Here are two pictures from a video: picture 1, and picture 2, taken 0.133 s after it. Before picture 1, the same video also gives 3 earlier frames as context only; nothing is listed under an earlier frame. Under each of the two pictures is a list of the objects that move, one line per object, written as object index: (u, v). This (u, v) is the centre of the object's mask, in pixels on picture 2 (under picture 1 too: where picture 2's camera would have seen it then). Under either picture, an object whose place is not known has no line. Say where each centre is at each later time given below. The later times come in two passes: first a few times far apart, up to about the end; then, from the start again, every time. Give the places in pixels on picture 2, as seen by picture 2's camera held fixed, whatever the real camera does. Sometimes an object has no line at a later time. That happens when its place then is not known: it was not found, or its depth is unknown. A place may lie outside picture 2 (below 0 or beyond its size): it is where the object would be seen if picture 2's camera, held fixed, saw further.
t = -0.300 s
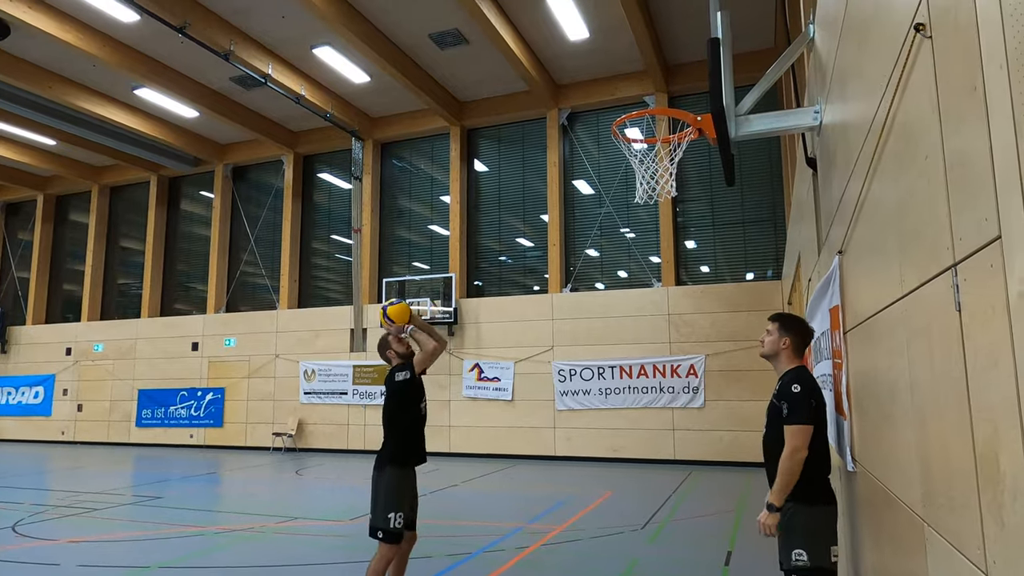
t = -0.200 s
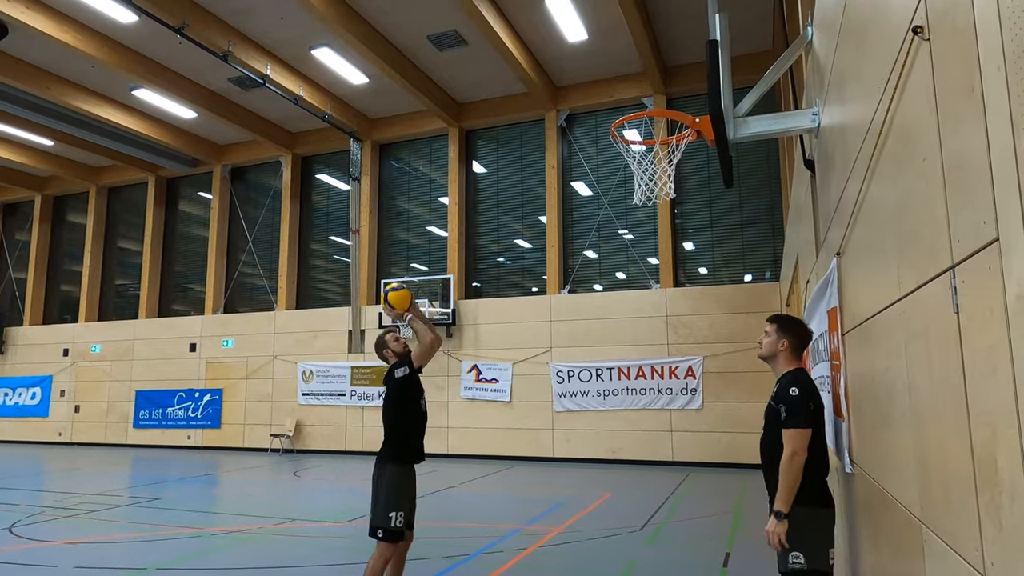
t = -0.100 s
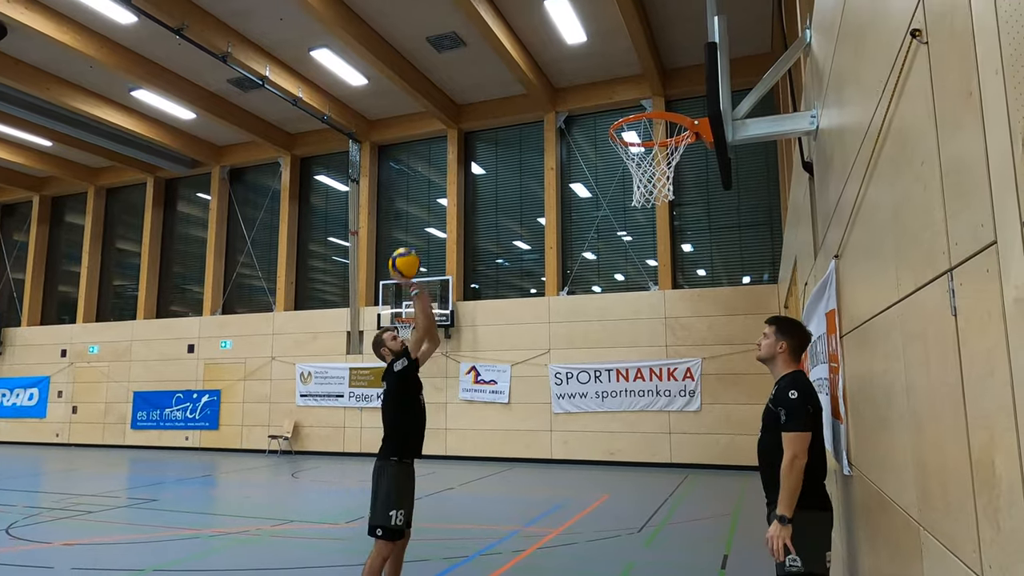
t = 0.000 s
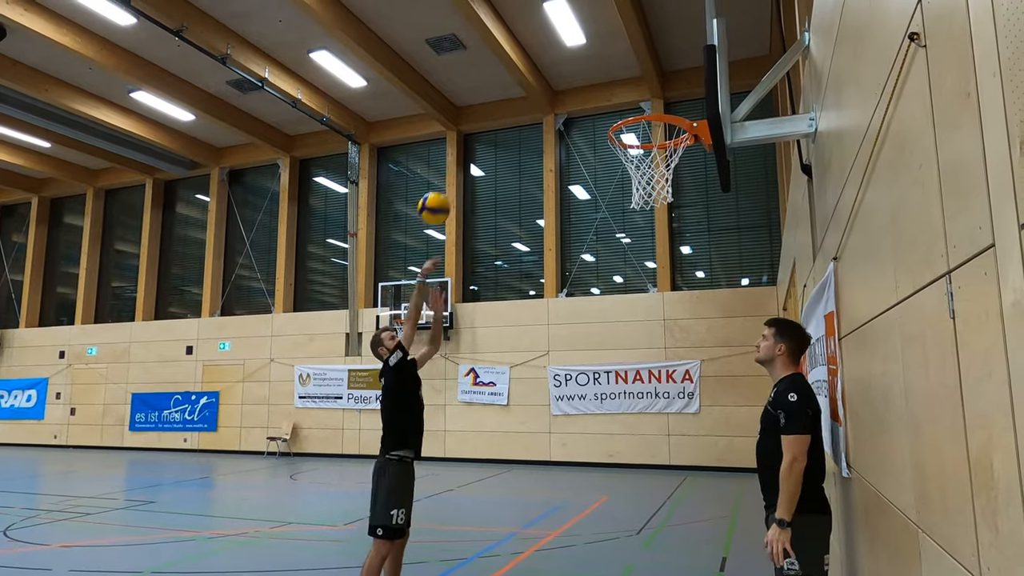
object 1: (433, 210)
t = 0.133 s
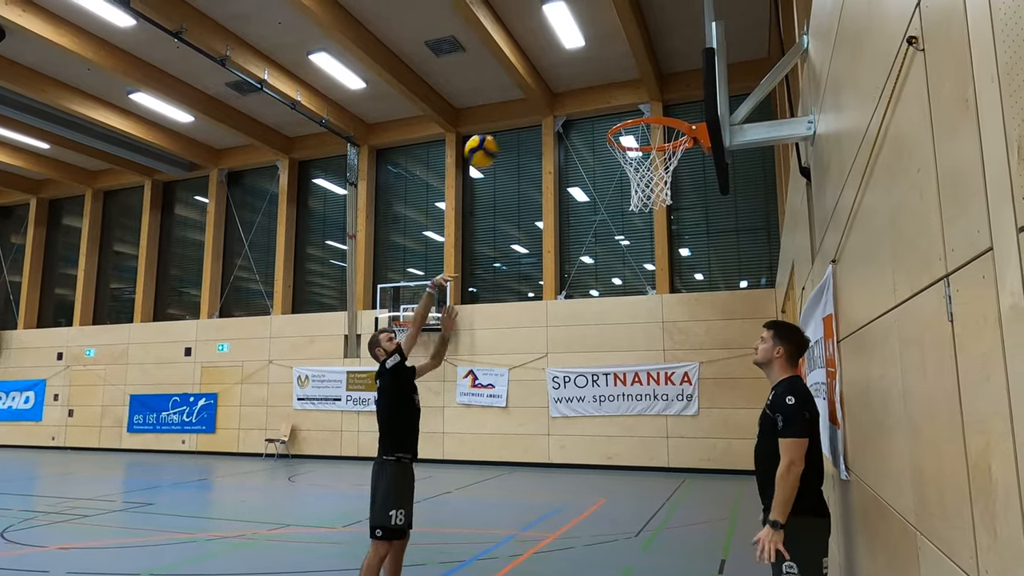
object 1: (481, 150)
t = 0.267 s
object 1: (529, 115)
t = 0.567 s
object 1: (650, 135)
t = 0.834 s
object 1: (667, 191)
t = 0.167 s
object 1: (493, 139)
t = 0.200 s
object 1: (505, 130)
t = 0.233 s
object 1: (518, 121)
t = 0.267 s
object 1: (529, 115)
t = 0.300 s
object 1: (542, 110)
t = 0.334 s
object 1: (555, 106)
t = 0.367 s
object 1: (568, 105)
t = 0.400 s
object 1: (581, 104)
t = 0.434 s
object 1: (595, 106)
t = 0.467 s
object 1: (609, 109)
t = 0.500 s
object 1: (622, 111)
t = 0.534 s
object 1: (635, 119)
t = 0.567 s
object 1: (650, 135)
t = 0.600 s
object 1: (666, 141)
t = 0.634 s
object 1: (678, 150)
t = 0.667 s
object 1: (680, 158)
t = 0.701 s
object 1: (678, 163)
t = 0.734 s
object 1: (676, 169)
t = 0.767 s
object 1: (674, 176)
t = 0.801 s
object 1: (670, 182)
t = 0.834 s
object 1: (667, 191)
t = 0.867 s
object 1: (663, 202)
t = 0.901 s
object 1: (661, 214)
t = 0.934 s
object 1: (658, 227)
